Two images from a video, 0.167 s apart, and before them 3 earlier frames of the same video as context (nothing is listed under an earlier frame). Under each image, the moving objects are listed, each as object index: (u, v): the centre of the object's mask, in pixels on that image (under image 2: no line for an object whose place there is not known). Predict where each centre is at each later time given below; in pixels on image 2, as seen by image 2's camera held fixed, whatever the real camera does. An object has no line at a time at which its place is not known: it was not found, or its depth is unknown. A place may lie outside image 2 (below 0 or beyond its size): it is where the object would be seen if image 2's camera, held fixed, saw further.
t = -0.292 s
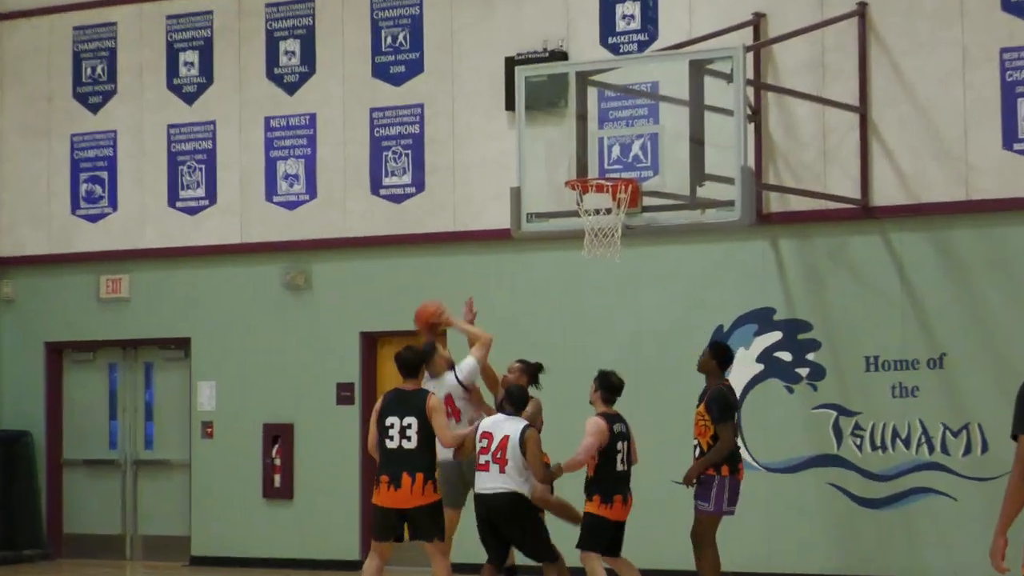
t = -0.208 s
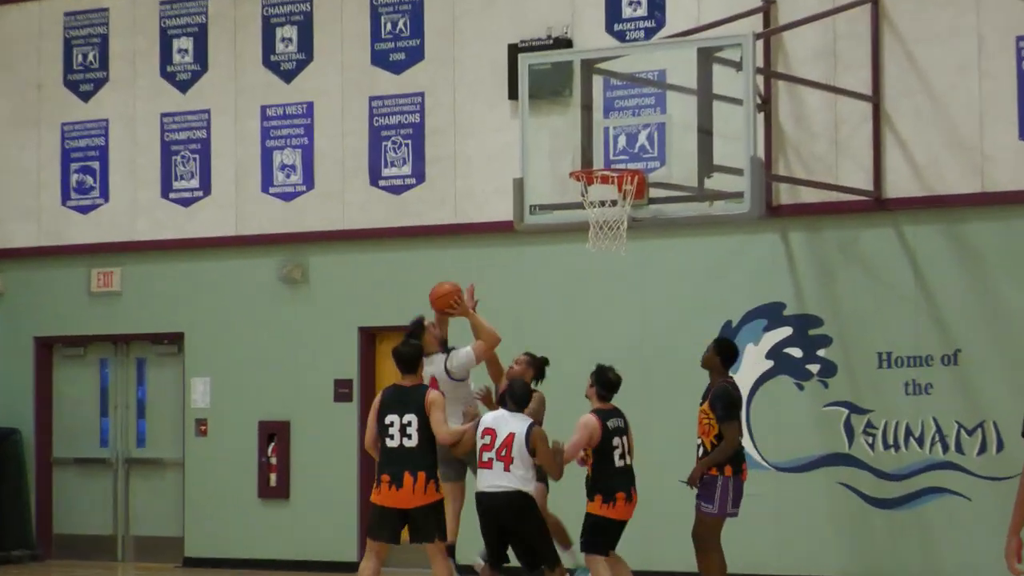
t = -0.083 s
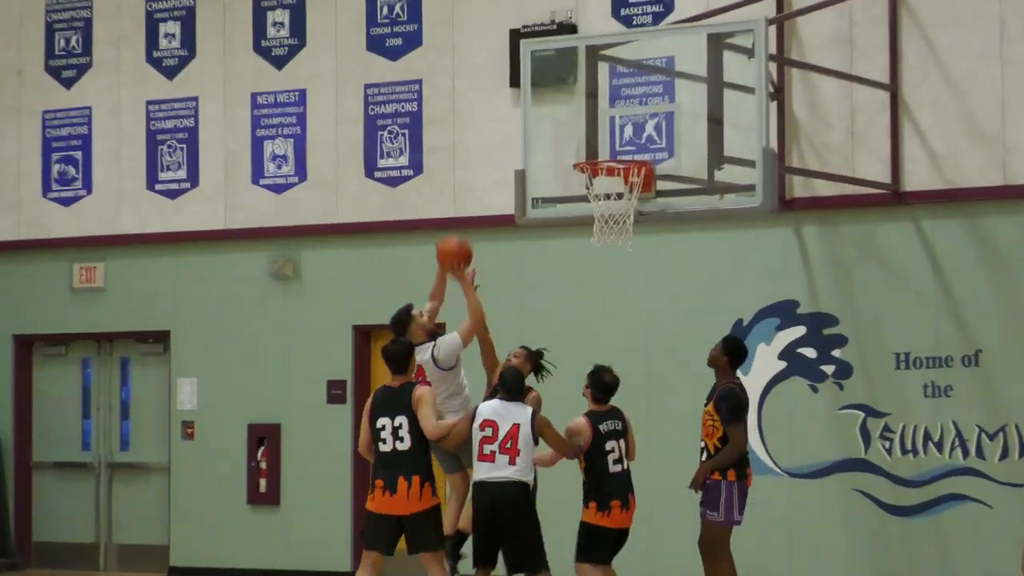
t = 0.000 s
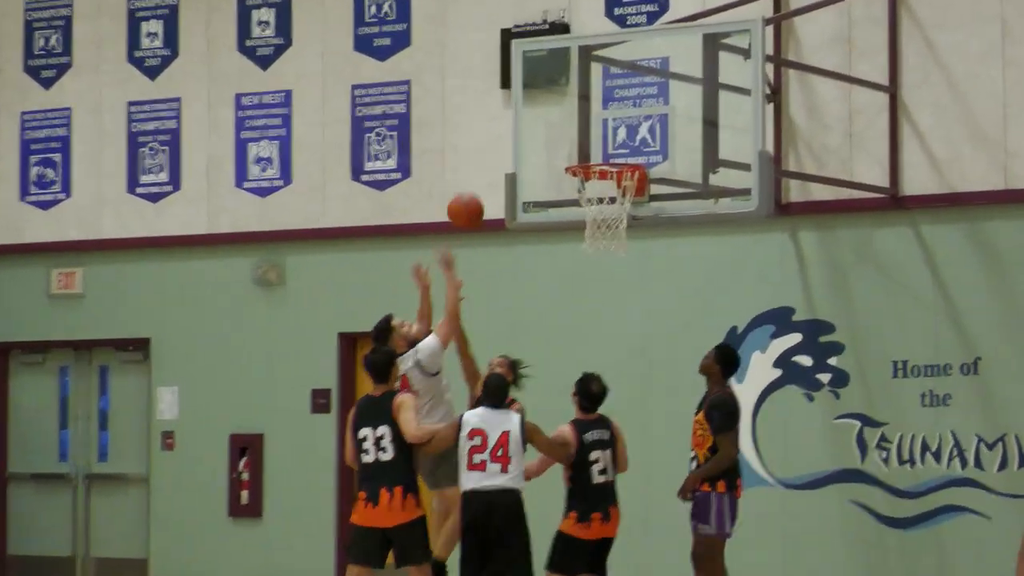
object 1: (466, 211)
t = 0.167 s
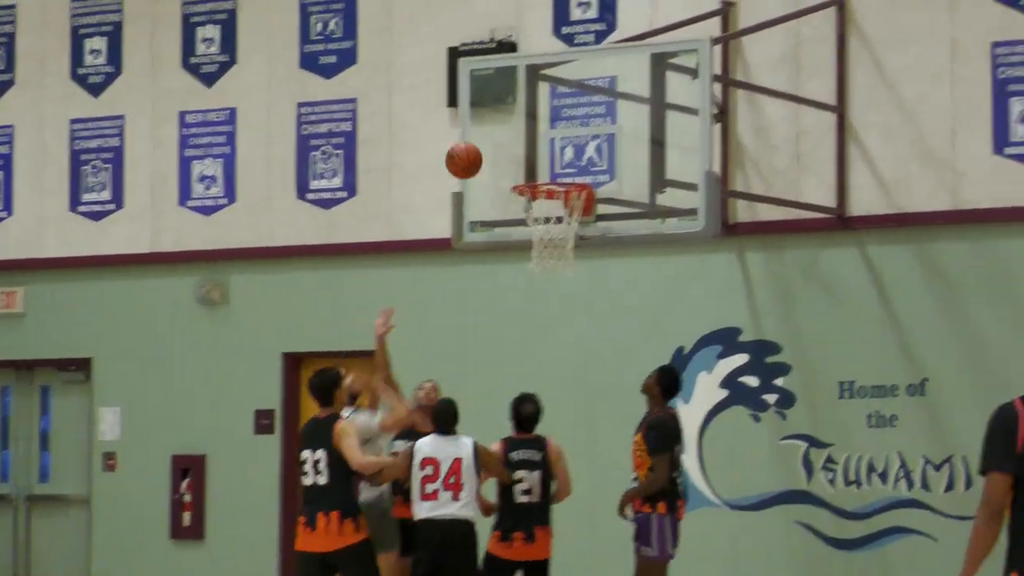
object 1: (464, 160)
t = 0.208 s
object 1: (474, 151)
